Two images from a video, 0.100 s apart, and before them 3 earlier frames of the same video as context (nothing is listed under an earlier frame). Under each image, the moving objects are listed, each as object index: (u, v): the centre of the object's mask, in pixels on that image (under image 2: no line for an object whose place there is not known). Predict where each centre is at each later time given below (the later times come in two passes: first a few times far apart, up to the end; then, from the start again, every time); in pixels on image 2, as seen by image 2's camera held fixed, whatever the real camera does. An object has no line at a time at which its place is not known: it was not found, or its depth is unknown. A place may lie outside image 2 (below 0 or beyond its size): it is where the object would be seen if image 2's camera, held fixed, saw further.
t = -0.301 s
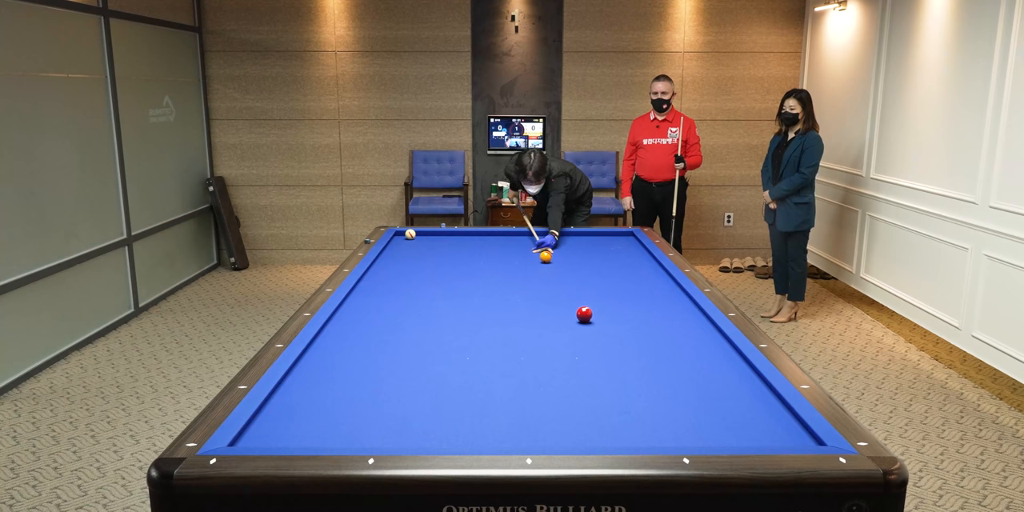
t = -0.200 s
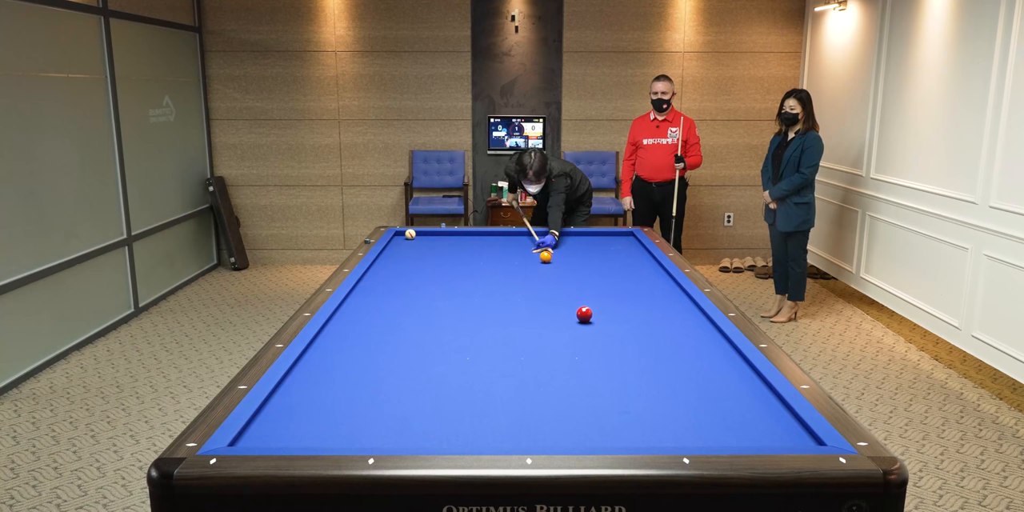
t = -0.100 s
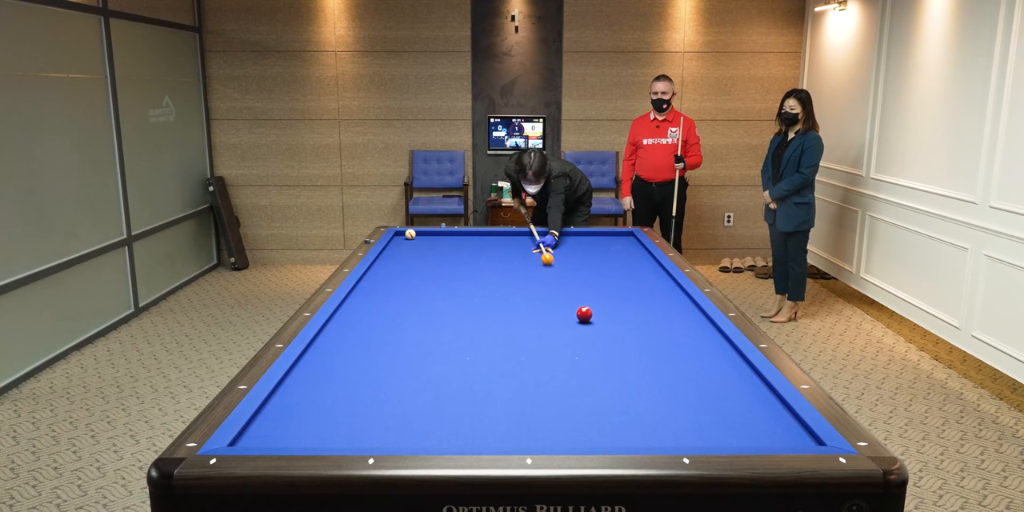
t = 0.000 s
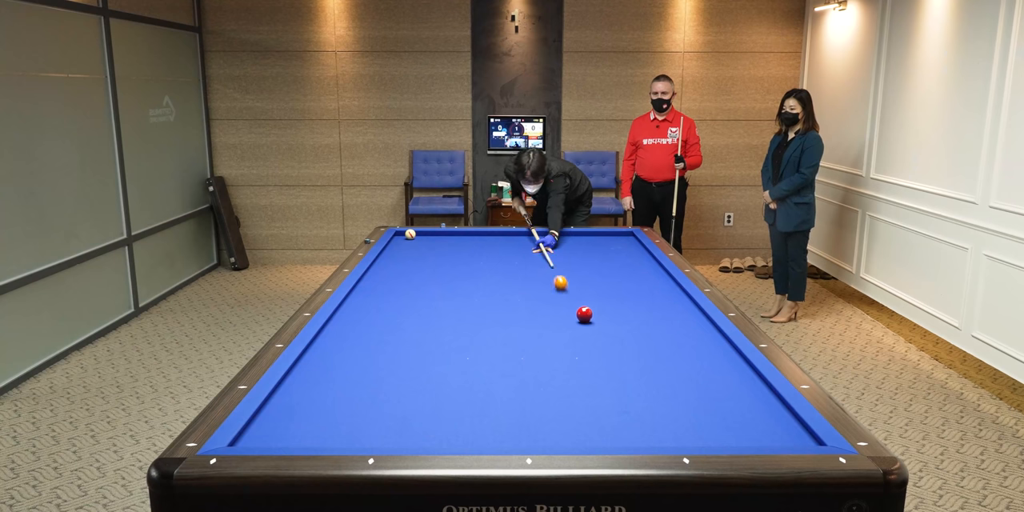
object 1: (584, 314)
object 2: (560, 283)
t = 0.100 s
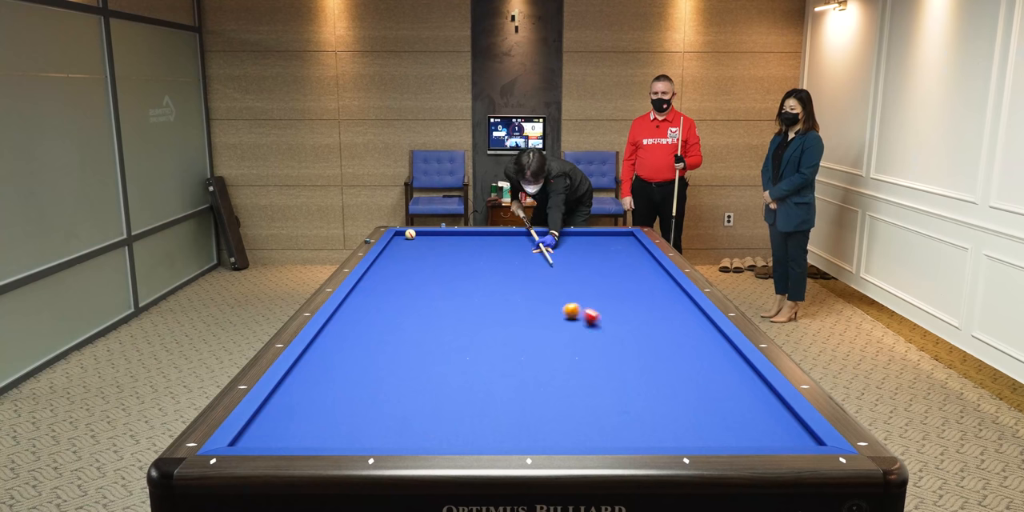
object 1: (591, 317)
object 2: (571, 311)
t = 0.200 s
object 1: (654, 349)
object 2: (537, 318)
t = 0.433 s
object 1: (766, 434)
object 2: (468, 337)
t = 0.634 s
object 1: (634, 379)
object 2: (406, 356)
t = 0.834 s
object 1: (553, 343)
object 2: (333, 377)
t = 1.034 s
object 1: (496, 317)
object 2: (290, 404)
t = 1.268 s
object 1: (442, 294)
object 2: (318, 438)
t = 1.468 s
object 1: (404, 277)
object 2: (382, 421)
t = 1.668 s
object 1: (379, 263)
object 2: (437, 403)
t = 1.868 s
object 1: (412, 252)
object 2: (485, 388)
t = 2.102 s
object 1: (441, 241)
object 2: (535, 372)
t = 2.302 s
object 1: (462, 233)
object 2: (574, 359)
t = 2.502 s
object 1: (486, 237)
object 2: (608, 348)
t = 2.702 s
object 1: (511, 242)
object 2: (640, 338)
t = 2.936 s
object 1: (542, 249)
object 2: (673, 327)
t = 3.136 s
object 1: (570, 254)
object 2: (699, 318)
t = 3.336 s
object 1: (600, 260)
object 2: (678, 311)
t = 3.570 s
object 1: (638, 267)
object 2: (652, 303)
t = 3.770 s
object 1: (659, 274)
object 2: (631, 296)
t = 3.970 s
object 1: (646, 281)
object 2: (612, 290)
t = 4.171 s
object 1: (634, 288)
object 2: (594, 285)
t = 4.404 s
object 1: (618, 297)
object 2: (575, 279)
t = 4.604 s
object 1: (603, 306)
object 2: (559, 274)
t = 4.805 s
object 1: (587, 315)
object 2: (545, 270)
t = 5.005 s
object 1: (570, 324)
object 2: (531, 266)
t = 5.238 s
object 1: (549, 336)
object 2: (517, 261)
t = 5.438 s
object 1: (530, 347)
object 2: (505, 258)
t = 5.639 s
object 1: (508, 360)
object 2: (494, 255)
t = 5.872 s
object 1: (481, 376)
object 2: (482, 251)
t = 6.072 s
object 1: (456, 390)
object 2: (472, 248)
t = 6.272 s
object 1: (428, 405)
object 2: (463, 245)
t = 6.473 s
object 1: (398, 422)
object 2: (454, 242)
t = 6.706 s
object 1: (360, 439)
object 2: (445, 239)
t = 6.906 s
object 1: (337, 432)
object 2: (437, 237)
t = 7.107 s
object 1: (317, 421)
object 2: (430, 235)
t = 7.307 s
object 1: (298, 412)
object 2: (423, 233)
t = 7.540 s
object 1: (278, 401)
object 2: (418, 233)
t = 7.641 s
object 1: (281, 397)
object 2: (417, 233)
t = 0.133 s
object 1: (610, 326)
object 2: (560, 313)
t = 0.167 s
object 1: (631, 337)
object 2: (549, 315)
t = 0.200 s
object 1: (654, 349)
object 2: (537, 318)
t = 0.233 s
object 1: (679, 361)
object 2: (527, 320)
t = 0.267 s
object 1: (706, 375)
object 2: (517, 323)
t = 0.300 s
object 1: (734, 389)
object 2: (506, 325)
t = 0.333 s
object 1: (766, 405)
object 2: (497, 328)
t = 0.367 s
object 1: (792, 423)
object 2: (487, 331)
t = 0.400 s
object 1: (787, 436)
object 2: (478, 333)
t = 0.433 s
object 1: (766, 434)
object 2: (468, 337)
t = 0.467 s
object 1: (740, 425)
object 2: (458, 340)
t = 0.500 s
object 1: (714, 414)
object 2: (448, 343)
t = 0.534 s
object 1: (692, 404)
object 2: (438, 346)
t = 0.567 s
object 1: (672, 395)
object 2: (428, 349)
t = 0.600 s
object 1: (653, 387)
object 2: (417, 352)
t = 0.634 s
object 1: (634, 379)
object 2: (406, 356)
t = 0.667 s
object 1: (619, 372)
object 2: (395, 359)
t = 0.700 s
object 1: (603, 365)
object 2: (383, 362)
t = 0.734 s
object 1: (590, 359)
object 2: (371, 366)
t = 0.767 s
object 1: (576, 353)
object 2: (359, 370)
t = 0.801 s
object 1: (564, 348)
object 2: (346, 373)
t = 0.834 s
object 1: (553, 343)
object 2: (333, 377)
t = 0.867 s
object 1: (542, 338)
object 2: (320, 381)
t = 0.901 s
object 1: (532, 334)
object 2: (307, 385)
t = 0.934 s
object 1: (522, 329)
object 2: (293, 389)
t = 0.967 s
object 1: (513, 325)
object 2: (280, 394)
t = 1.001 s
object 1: (504, 321)
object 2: (284, 399)
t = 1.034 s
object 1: (496, 317)
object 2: (290, 404)
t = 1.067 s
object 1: (487, 314)
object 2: (295, 409)
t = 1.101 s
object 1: (479, 310)
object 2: (299, 415)
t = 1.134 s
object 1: (471, 307)
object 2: (303, 420)
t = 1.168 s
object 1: (463, 303)
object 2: (306, 426)
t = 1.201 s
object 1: (456, 300)
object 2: (310, 431)
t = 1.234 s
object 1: (449, 297)
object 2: (314, 435)
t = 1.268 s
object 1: (442, 294)
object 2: (318, 438)
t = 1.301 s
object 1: (435, 291)
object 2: (329, 437)
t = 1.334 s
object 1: (428, 288)
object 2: (341, 434)
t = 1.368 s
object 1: (422, 285)
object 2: (351, 432)
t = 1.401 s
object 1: (416, 282)
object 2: (362, 428)
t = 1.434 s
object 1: (410, 280)
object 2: (373, 424)
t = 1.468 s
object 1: (404, 277)
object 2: (382, 421)
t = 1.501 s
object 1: (399, 275)
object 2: (392, 418)
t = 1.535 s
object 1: (393, 272)
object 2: (401, 415)
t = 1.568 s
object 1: (388, 270)
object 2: (410, 412)
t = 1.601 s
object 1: (383, 267)
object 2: (420, 409)
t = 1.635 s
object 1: (377, 265)
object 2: (428, 406)
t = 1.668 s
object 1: (379, 263)
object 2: (437, 403)
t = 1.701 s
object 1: (385, 261)
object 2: (445, 401)
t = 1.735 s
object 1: (392, 259)
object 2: (454, 398)
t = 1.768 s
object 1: (398, 257)
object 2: (462, 395)
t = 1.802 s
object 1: (403, 255)
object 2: (470, 393)
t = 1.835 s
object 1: (408, 254)
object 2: (478, 390)
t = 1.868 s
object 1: (412, 252)
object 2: (485, 388)
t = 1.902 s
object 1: (416, 251)
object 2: (493, 385)
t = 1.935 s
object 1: (421, 248)
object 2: (500, 383)
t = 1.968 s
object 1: (425, 247)
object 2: (507, 381)
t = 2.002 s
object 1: (429, 246)
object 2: (515, 378)
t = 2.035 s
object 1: (433, 244)
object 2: (522, 376)
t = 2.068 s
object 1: (436, 243)
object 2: (529, 374)
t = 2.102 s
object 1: (441, 241)
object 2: (535, 372)
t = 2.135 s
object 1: (445, 239)
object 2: (542, 370)
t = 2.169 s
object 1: (448, 238)
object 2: (549, 367)
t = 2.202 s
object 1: (452, 237)
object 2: (555, 365)
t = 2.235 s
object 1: (455, 235)
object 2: (561, 363)
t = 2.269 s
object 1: (459, 234)
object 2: (568, 361)
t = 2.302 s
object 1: (462, 233)
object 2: (574, 359)
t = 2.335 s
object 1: (466, 232)
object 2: (580, 357)
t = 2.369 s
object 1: (470, 233)
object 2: (586, 355)
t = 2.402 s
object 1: (474, 234)
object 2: (591, 354)
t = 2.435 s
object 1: (478, 235)
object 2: (597, 351)
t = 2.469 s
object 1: (482, 236)
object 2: (603, 350)
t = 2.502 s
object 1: (486, 237)
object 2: (608, 348)
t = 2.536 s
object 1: (490, 238)
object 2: (614, 346)
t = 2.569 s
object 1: (494, 239)
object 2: (619, 344)
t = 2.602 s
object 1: (499, 240)
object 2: (624, 343)
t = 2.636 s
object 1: (503, 241)
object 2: (630, 341)
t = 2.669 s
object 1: (507, 242)
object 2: (635, 339)
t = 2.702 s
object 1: (511, 242)
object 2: (640, 338)
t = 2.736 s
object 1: (515, 243)
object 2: (645, 336)
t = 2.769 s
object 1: (520, 244)
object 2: (650, 334)
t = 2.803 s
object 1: (524, 245)
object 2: (654, 333)
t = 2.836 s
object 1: (529, 246)
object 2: (659, 331)
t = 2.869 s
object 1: (533, 247)
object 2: (664, 330)
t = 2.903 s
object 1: (538, 248)
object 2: (669, 328)
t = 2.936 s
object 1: (542, 249)
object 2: (673, 327)
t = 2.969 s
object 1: (547, 249)
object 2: (678, 325)
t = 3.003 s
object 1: (551, 250)
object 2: (682, 324)
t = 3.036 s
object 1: (556, 251)
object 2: (686, 323)
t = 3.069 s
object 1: (561, 252)
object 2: (691, 321)
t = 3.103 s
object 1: (566, 253)
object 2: (695, 320)
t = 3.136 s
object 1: (570, 254)
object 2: (699, 318)
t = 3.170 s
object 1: (575, 255)
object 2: (701, 317)
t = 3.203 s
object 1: (580, 256)
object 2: (696, 316)
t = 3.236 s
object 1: (585, 257)
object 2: (691, 314)
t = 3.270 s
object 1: (590, 258)
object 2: (687, 313)
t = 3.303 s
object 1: (596, 259)
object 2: (682, 312)
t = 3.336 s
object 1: (600, 260)
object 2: (678, 311)
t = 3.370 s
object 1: (605, 261)
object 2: (674, 310)
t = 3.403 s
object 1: (611, 262)
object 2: (671, 308)
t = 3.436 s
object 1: (616, 263)
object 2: (667, 307)
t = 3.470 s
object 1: (621, 264)
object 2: (663, 306)
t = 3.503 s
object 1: (627, 265)
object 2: (660, 305)
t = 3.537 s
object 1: (632, 266)
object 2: (656, 304)
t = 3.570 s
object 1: (638, 267)
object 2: (652, 303)
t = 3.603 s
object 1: (644, 269)
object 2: (649, 302)
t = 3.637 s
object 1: (649, 269)
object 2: (645, 300)
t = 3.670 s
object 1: (655, 271)
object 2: (641, 299)
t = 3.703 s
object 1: (661, 272)
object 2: (638, 298)
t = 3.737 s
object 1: (662, 273)
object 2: (635, 297)
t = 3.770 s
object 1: (659, 274)
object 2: (631, 296)
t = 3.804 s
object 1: (657, 275)
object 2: (628, 295)
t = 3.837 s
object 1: (654, 276)
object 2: (625, 294)
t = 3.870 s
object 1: (653, 278)
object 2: (621, 293)
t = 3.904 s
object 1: (651, 279)
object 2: (618, 292)
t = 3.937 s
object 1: (648, 280)
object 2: (615, 291)
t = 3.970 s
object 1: (646, 281)
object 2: (612, 290)
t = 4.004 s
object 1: (644, 282)
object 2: (609, 290)
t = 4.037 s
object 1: (642, 283)
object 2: (606, 289)
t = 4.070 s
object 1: (640, 284)
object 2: (603, 288)
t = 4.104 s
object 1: (638, 286)
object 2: (600, 287)
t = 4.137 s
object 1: (636, 287)
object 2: (597, 286)
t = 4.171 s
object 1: (634, 288)
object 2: (594, 285)
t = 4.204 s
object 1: (632, 289)
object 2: (591, 284)
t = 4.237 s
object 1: (629, 291)
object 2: (588, 283)
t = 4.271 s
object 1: (627, 292)
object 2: (586, 282)
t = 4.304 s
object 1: (625, 293)
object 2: (583, 282)
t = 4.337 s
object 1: (622, 295)
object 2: (580, 281)
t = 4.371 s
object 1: (620, 296)
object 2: (577, 280)
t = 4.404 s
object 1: (618, 297)
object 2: (575, 279)
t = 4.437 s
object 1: (615, 299)
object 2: (572, 278)
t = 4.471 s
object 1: (613, 300)
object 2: (570, 278)
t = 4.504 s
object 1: (611, 301)
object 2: (567, 277)
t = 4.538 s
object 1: (608, 303)
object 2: (564, 276)
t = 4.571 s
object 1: (606, 304)
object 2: (562, 275)
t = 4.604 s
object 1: (603, 306)
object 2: (559, 274)
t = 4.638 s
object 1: (601, 307)
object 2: (557, 274)
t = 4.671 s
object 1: (598, 309)
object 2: (555, 273)
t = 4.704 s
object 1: (595, 310)
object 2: (552, 272)
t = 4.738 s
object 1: (593, 312)
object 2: (550, 271)
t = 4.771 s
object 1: (590, 313)
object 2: (547, 271)
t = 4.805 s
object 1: (587, 315)
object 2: (545, 270)
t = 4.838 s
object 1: (585, 316)
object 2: (543, 269)
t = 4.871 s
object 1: (582, 318)
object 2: (541, 269)
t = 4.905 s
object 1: (579, 319)
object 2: (538, 268)
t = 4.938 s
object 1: (576, 321)
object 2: (536, 267)
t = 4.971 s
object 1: (574, 322)
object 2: (534, 267)
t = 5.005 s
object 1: (570, 324)
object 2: (531, 266)
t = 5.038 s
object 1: (567, 326)
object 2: (529, 265)
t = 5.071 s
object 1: (564, 328)
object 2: (527, 265)
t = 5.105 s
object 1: (562, 329)
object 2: (525, 264)
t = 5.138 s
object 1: (559, 331)
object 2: (523, 263)
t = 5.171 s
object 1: (556, 333)
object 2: (521, 263)
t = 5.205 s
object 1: (552, 335)
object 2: (519, 262)
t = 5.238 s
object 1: (549, 336)
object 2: (517, 261)
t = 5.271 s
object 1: (546, 338)
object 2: (515, 261)
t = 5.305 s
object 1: (543, 340)
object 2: (513, 260)
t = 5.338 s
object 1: (540, 342)
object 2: (511, 260)
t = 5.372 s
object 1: (537, 343)
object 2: (509, 259)
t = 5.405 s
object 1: (533, 345)
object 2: (507, 258)
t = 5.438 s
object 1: (530, 347)
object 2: (505, 258)
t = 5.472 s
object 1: (526, 350)
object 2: (503, 257)
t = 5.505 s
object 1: (523, 351)
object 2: (501, 257)
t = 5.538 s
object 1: (519, 354)
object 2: (499, 256)
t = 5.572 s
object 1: (516, 356)
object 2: (497, 256)
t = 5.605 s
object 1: (512, 357)
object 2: (496, 255)
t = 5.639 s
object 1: (508, 360)
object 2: (494, 255)
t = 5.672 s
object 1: (504, 362)
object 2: (492, 254)
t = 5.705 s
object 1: (500, 364)
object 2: (491, 254)
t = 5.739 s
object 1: (497, 366)
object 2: (489, 253)
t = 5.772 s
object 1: (493, 368)
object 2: (487, 253)
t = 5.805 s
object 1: (489, 371)
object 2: (485, 252)
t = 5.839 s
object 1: (485, 373)
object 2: (484, 251)
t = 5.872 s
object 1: (481, 376)
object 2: (482, 251)
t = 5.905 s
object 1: (477, 378)
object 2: (480, 250)
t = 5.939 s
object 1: (473, 380)
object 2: (479, 250)
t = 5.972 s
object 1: (469, 382)
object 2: (477, 249)
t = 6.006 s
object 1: (465, 385)
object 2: (476, 249)
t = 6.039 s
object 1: (460, 387)
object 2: (474, 248)
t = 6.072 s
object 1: (456, 390)
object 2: (472, 248)
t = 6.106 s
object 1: (451, 393)
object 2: (471, 247)
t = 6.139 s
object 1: (447, 395)
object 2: (469, 247)
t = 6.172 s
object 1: (442, 398)
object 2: (467, 246)
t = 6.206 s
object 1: (438, 400)
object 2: (466, 246)
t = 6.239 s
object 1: (433, 403)
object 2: (464, 245)
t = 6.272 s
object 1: (428, 405)
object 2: (463, 245)
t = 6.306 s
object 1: (423, 408)
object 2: (461, 245)
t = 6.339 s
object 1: (419, 411)
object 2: (460, 244)
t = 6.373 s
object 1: (414, 414)
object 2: (459, 244)
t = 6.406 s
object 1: (408, 416)
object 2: (457, 243)
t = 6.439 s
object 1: (403, 420)
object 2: (456, 243)
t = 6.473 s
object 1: (398, 422)
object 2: (454, 242)
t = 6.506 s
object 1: (393, 425)
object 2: (453, 242)
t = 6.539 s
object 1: (387, 429)
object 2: (452, 241)
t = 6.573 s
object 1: (382, 431)
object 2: (450, 241)
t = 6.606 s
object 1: (377, 434)
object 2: (449, 241)
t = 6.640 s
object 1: (371, 436)
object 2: (448, 240)
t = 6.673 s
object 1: (365, 438)
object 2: (446, 240)
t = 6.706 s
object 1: (360, 439)
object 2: (445, 239)
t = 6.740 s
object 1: (356, 438)
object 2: (444, 239)
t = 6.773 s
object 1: (352, 437)
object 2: (442, 239)
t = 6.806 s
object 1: (348, 436)
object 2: (441, 238)
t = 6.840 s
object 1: (345, 434)
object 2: (440, 238)
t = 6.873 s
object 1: (341, 433)
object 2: (439, 237)
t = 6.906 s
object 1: (337, 432)
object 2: (437, 237)
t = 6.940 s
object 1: (334, 429)
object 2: (436, 237)
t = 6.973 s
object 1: (330, 428)
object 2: (435, 236)
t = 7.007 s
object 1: (327, 427)
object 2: (434, 236)
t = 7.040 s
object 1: (324, 425)
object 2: (433, 235)
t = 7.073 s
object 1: (320, 423)
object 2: (431, 235)
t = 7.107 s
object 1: (317, 421)
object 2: (430, 235)
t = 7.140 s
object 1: (314, 420)
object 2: (429, 234)
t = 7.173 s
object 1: (311, 418)
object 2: (428, 234)
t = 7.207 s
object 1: (308, 416)
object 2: (427, 234)
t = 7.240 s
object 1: (305, 415)
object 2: (426, 233)
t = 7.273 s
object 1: (301, 413)
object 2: (424, 233)
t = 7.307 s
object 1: (298, 412)
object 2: (423, 233)
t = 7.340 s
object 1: (295, 410)
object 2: (422, 232)
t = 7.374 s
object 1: (292, 409)
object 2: (421, 232)
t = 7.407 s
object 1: (289, 407)
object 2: (420, 232)
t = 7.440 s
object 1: (287, 406)
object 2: (419, 232)
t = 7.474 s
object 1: (284, 404)
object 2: (419, 233)
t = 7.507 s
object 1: (281, 403)
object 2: (418, 233)
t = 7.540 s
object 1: (278, 401)
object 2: (418, 233)
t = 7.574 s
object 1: (276, 400)
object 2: (417, 233)
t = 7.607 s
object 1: (278, 399)
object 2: (417, 233)
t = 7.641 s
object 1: (281, 397)
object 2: (417, 233)
